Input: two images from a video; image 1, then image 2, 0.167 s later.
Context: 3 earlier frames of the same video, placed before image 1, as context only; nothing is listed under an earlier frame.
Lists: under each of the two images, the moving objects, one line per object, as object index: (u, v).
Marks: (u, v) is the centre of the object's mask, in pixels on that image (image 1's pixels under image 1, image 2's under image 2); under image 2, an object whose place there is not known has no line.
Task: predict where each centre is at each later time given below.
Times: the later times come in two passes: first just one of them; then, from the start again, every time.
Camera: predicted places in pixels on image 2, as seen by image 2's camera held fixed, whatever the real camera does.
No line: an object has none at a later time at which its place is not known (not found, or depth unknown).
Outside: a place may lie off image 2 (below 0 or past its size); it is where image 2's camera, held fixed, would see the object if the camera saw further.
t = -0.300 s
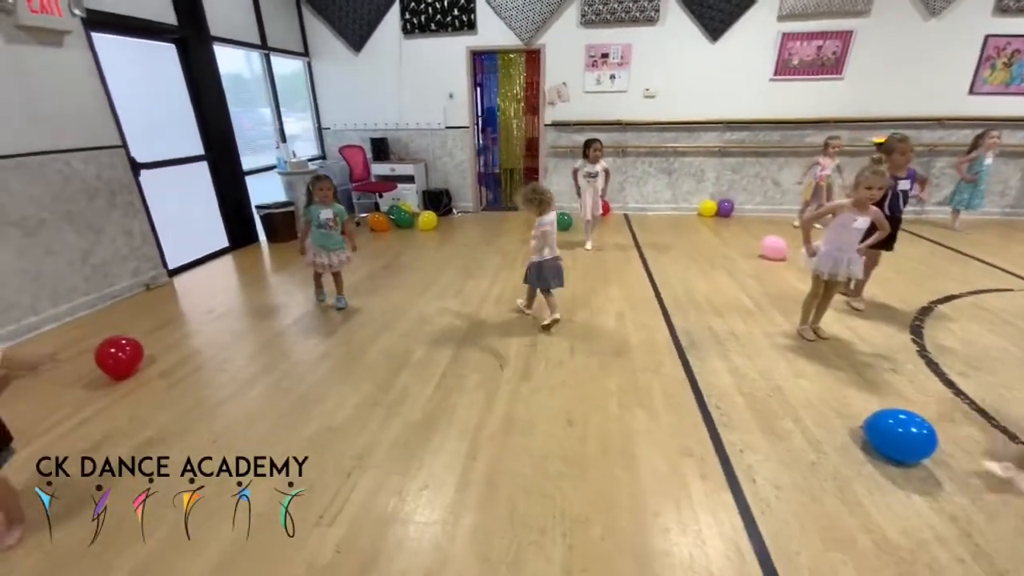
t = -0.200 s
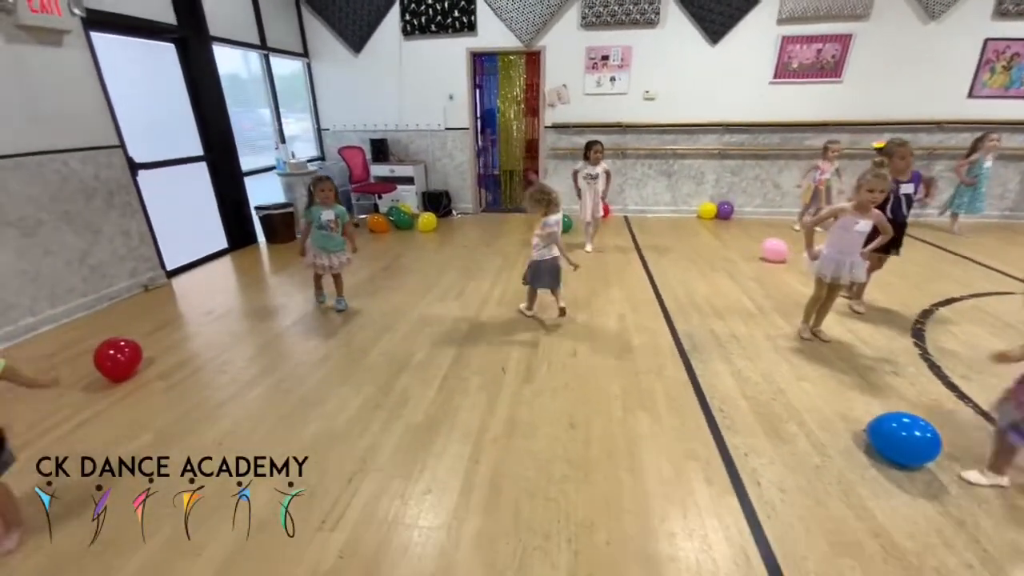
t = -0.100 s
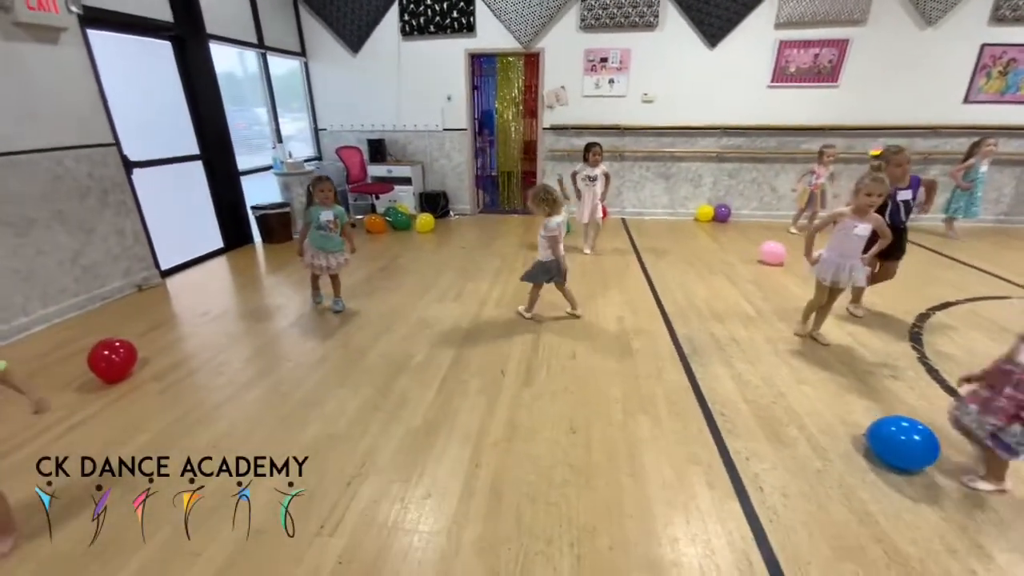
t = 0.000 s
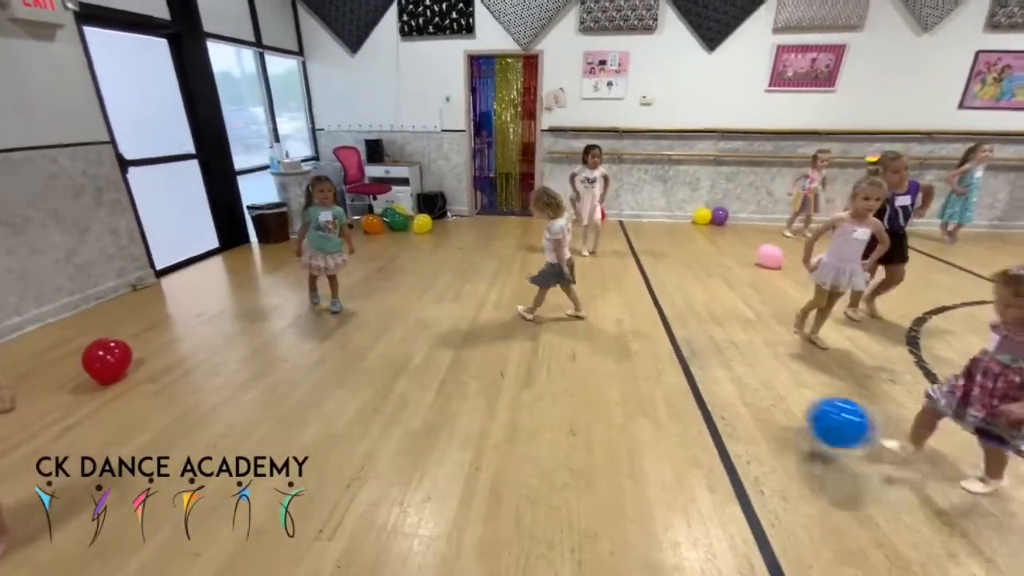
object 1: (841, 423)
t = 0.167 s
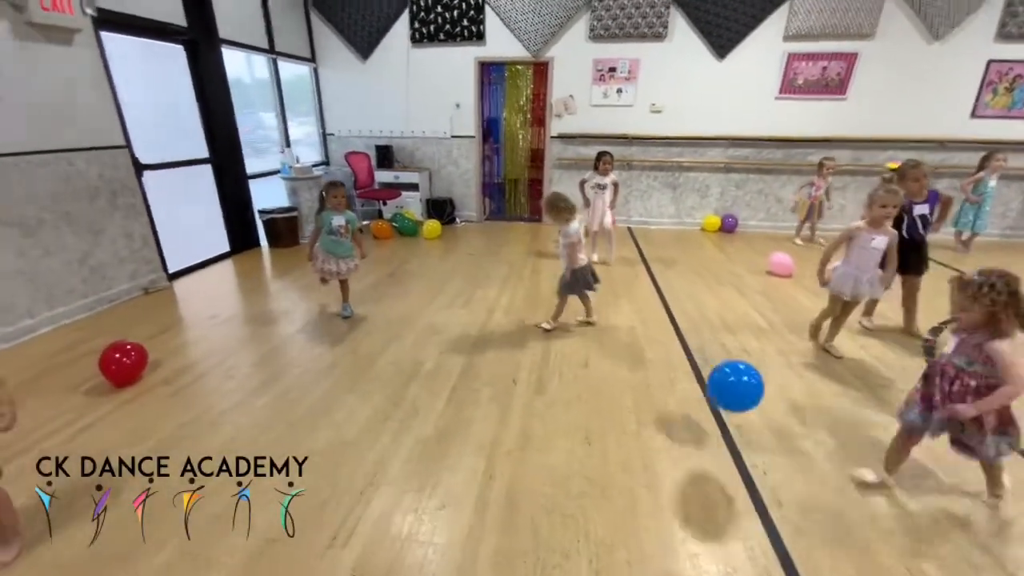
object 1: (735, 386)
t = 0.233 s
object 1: (715, 383)
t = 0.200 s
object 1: (725, 384)
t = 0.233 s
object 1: (715, 383)
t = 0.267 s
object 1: (706, 383)
